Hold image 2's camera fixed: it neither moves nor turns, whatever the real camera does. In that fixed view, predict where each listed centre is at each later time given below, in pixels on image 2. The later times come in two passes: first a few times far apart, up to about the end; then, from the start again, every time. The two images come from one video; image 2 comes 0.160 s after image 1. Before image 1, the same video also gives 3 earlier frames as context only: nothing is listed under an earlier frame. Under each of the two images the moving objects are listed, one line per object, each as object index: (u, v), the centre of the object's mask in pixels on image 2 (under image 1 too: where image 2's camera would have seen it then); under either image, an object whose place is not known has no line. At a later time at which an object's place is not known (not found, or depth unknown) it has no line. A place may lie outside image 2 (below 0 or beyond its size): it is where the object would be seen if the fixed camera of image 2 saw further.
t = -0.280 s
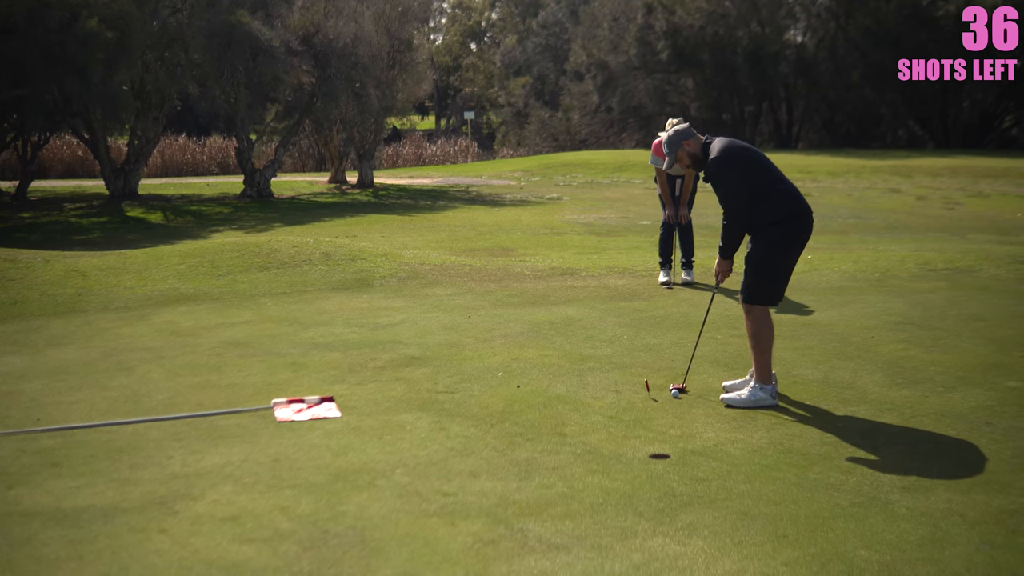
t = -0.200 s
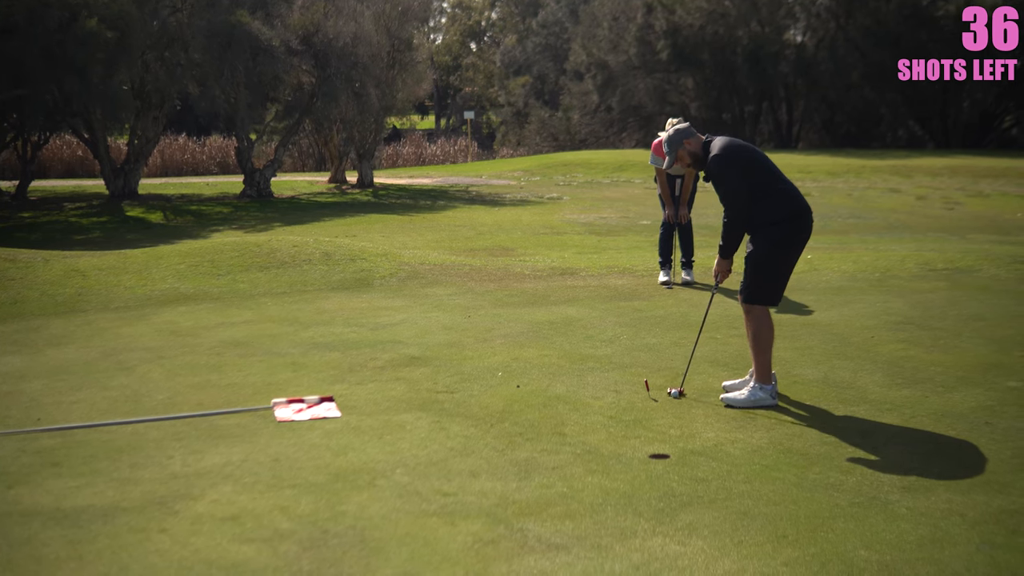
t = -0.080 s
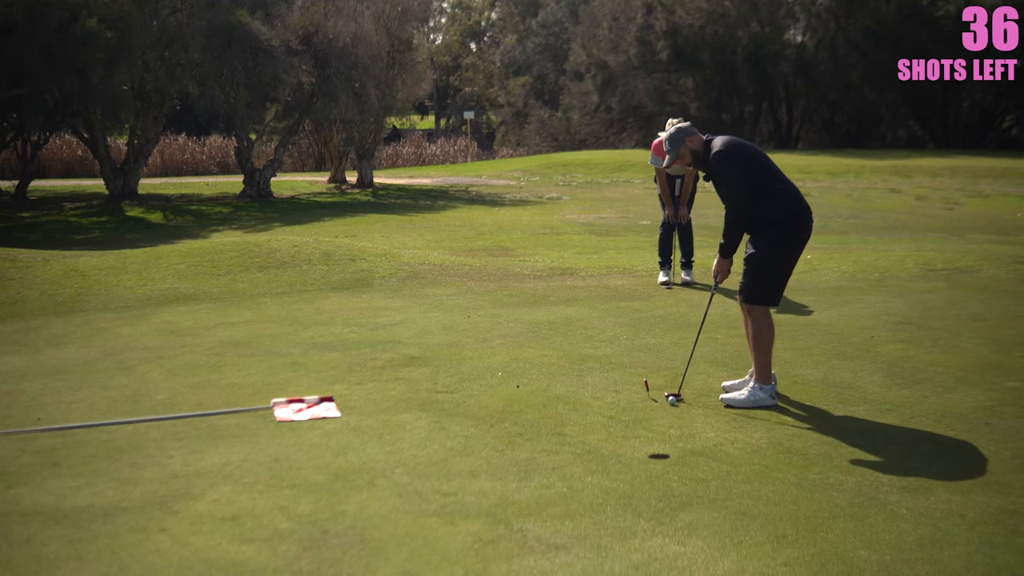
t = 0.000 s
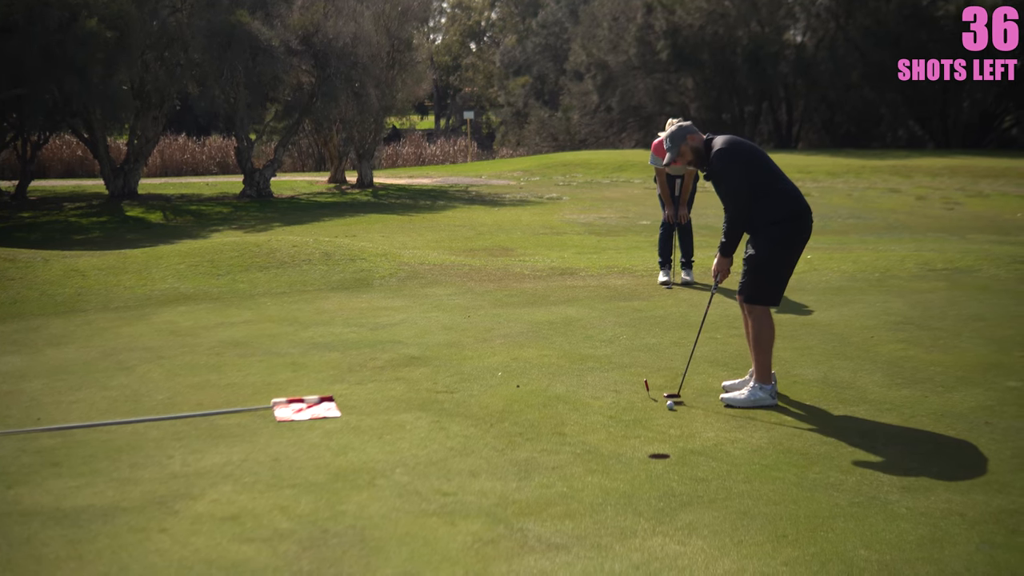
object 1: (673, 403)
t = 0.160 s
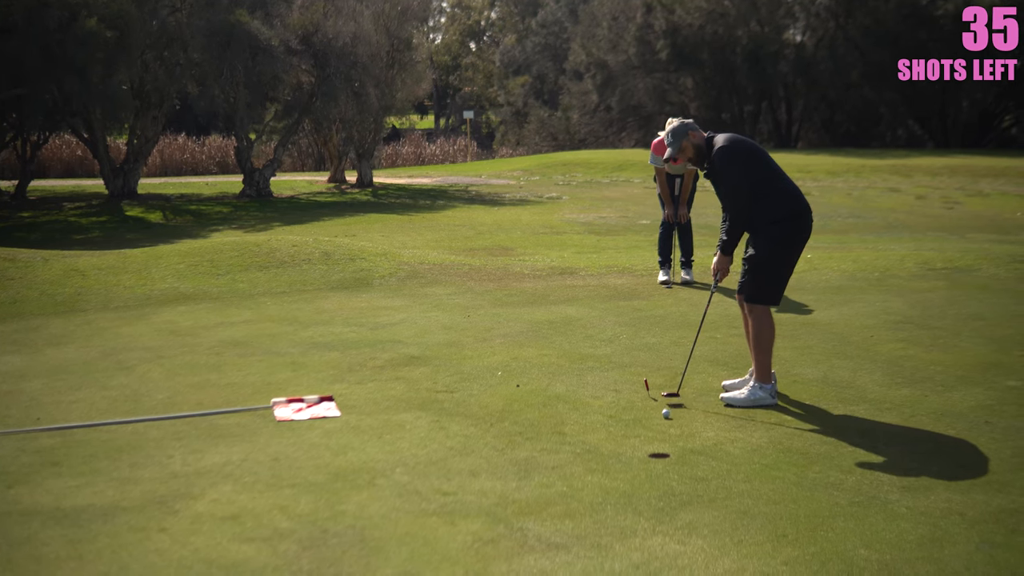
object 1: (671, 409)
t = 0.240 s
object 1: (664, 418)
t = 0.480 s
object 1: (655, 432)
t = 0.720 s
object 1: (646, 446)
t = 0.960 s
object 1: (635, 459)
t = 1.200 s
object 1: (624, 472)
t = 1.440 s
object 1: (610, 485)
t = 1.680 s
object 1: (596, 497)
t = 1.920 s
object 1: (580, 508)
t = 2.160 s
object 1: (562, 517)
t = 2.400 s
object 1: (545, 525)
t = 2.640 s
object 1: (528, 531)
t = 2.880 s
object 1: (512, 536)
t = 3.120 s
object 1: (499, 540)
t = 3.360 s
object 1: (489, 544)
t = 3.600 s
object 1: (481, 546)
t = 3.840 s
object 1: (477, 546)
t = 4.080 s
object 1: (477, 546)
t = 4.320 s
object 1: (477, 546)
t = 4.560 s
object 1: (477, 546)
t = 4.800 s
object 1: (477, 546)
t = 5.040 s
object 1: (477, 546)
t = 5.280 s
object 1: (477, 546)
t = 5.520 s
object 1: (477, 546)
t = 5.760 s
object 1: (477, 546)
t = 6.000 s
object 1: (477, 546)
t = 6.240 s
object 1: (477, 546)
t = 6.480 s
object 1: (477, 546)
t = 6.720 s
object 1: (477, 546)
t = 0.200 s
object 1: (665, 416)
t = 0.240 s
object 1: (664, 418)
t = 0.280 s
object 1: (662, 420)
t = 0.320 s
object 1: (661, 423)
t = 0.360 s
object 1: (660, 425)
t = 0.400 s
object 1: (658, 427)
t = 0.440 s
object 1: (656, 430)
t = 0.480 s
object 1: (655, 432)
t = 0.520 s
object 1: (654, 434)
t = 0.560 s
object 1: (652, 436)
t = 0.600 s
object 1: (650, 439)
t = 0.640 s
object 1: (649, 441)
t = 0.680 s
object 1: (647, 443)
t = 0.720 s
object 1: (646, 446)
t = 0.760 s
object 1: (644, 448)
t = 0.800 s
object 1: (642, 450)
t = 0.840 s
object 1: (641, 453)
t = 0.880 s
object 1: (639, 455)
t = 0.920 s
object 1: (637, 457)
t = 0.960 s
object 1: (635, 459)
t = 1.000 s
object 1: (633, 461)
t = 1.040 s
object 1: (631, 464)
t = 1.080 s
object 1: (629, 466)
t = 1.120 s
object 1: (628, 468)
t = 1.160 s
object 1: (626, 470)
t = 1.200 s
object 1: (624, 472)
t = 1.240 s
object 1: (622, 474)
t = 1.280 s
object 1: (619, 477)
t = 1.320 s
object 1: (617, 479)
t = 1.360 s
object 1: (615, 481)
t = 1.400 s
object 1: (613, 484)
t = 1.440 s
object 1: (610, 485)
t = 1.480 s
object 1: (608, 487)
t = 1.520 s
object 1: (606, 489)
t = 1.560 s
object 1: (604, 492)
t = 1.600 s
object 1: (601, 493)
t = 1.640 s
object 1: (598, 495)
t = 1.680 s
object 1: (596, 497)
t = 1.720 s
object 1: (593, 499)
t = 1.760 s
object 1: (591, 501)
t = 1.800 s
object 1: (588, 503)
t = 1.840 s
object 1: (586, 505)
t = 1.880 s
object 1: (582, 506)
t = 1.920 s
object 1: (580, 508)
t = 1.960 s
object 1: (577, 510)
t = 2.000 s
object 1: (574, 511)
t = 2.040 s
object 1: (571, 513)
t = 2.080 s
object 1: (568, 514)
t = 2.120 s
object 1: (566, 516)
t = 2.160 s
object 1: (562, 517)
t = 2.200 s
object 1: (560, 519)
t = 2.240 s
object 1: (557, 520)
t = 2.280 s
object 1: (554, 521)
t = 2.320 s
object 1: (551, 523)
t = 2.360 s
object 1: (548, 524)
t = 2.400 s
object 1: (545, 525)
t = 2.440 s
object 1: (542, 526)
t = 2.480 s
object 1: (539, 527)
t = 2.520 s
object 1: (536, 528)
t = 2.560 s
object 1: (534, 529)
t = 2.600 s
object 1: (531, 531)
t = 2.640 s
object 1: (528, 531)
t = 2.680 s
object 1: (525, 532)
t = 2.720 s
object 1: (523, 533)
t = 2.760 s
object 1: (520, 534)
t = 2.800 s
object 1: (517, 535)
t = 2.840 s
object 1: (514, 536)
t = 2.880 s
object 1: (512, 536)
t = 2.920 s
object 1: (510, 537)
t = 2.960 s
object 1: (507, 538)
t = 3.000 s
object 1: (505, 539)
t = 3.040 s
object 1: (503, 539)
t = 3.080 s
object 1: (501, 540)
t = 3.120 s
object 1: (499, 540)
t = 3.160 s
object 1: (497, 541)
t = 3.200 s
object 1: (495, 542)
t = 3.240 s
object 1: (493, 542)
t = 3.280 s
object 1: (492, 543)
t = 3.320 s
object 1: (490, 544)
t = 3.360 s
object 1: (489, 544)
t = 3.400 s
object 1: (487, 544)
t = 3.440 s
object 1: (486, 545)
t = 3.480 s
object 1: (485, 545)
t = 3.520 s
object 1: (484, 545)
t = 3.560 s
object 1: (483, 546)
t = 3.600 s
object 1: (481, 546)
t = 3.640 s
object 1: (480, 546)
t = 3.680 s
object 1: (480, 546)
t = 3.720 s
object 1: (479, 546)
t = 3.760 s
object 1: (478, 546)
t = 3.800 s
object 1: (478, 546)
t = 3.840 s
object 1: (477, 546)
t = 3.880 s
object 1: (477, 546)
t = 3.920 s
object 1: (477, 546)
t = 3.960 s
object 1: (477, 546)
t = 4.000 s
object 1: (477, 546)
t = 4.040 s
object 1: (477, 546)
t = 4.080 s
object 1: (477, 546)
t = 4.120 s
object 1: (477, 546)
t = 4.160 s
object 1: (477, 546)
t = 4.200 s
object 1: (477, 546)
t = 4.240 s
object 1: (477, 546)
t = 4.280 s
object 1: (477, 546)
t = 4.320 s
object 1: (477, 546)
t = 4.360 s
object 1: (477, 546)
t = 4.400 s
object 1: (477, 546)
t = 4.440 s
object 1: (477, 546)
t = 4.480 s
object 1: (477, 546)
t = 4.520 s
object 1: (477, 546)
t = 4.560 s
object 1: (477, 546)
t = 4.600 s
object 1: (477, 546)
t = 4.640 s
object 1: (477, 546)
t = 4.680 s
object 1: (477, 546)
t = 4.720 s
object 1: (477, 546)
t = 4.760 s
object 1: (477, 546)
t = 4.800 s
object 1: (477, 546)
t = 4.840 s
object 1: (477, 546)
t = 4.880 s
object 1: (477, 546)
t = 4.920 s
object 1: (477, 546)
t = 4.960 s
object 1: (477, 546)
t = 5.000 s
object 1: (477, 546)
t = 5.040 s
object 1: (477, 546)
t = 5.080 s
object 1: (477, 546)
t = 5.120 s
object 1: (477, 546)
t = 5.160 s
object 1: (477, 546)
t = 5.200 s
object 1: (477, 546)
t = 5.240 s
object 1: (477, 546)
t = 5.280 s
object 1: (477, 546)
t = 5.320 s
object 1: (477, 546)
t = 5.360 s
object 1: (477, 546)
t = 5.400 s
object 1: (477, 546)
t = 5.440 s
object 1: (477, 546)
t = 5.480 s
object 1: (477, 546)
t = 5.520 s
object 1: (477, 546)
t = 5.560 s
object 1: (477, 546)
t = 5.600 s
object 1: (477, 546)
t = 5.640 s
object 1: (477, 546)
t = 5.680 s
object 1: (477, 546)
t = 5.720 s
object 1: (477, 546)
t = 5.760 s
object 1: (477, 546)
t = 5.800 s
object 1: (477, 546)
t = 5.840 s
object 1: (477, 546)
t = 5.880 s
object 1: (477, 546)
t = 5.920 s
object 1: (477, 546)
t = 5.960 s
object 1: (477, 546)
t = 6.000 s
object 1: (477, 546)
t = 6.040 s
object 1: (477, 546)
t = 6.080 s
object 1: (477, 546)
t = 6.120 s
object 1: (477, 546)
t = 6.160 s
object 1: (477, 546)
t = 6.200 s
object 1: (477, 546)
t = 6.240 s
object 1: (477, 546)
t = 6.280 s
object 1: (477, 546)
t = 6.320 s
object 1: (477, 546)
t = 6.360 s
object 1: (477, 546)
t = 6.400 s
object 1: (477, 546)
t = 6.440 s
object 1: (477, 546)
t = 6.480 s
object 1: (477, 546)
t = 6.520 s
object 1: (476, 546)
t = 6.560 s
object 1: (476, 546)
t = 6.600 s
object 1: (477, 546)
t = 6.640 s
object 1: (477, 546)
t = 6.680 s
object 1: (477, 546)
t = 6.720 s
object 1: (477, 546)
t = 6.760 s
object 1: (476, 546)
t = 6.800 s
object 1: (476, 546)
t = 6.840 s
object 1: (477, 546)
